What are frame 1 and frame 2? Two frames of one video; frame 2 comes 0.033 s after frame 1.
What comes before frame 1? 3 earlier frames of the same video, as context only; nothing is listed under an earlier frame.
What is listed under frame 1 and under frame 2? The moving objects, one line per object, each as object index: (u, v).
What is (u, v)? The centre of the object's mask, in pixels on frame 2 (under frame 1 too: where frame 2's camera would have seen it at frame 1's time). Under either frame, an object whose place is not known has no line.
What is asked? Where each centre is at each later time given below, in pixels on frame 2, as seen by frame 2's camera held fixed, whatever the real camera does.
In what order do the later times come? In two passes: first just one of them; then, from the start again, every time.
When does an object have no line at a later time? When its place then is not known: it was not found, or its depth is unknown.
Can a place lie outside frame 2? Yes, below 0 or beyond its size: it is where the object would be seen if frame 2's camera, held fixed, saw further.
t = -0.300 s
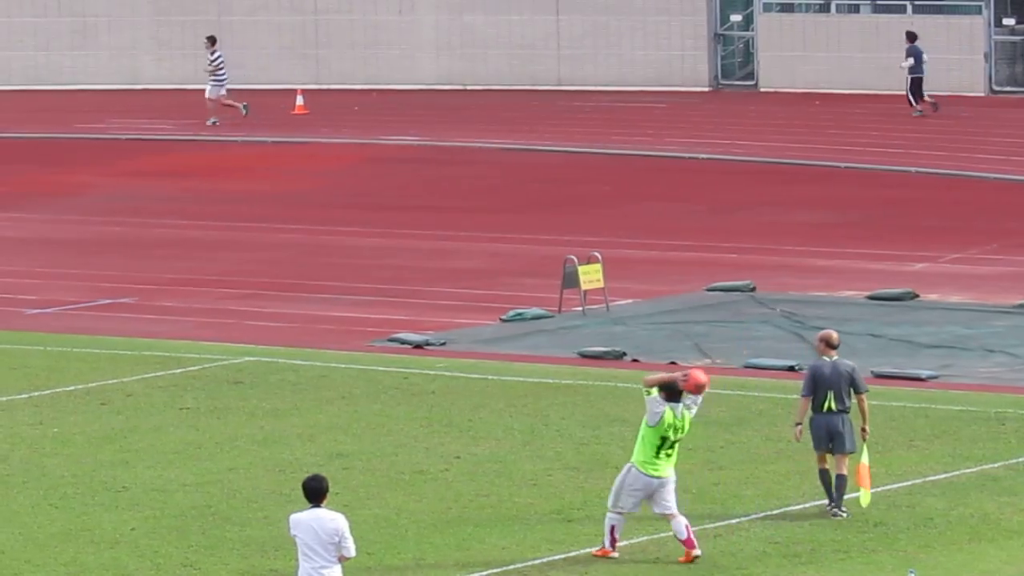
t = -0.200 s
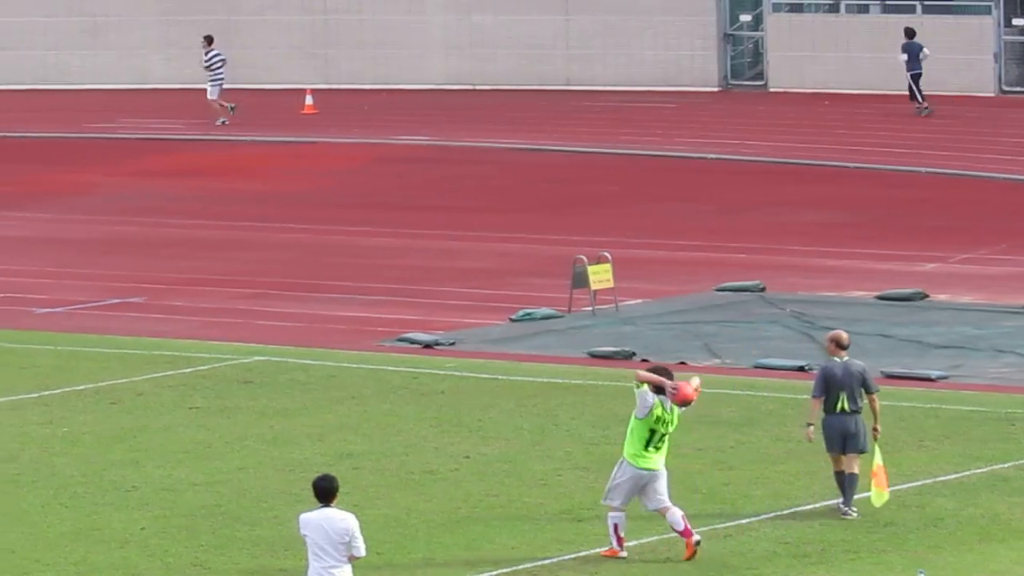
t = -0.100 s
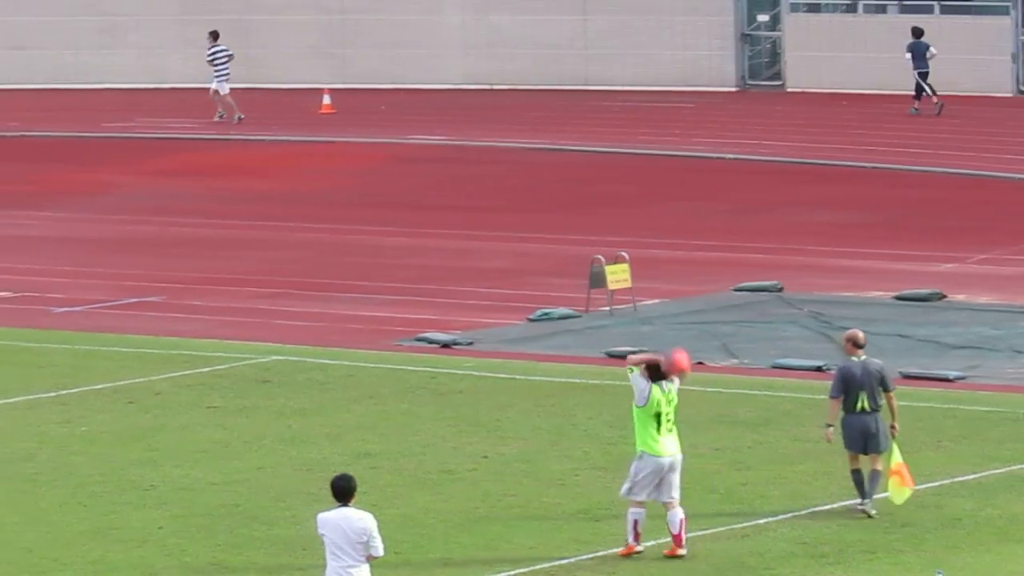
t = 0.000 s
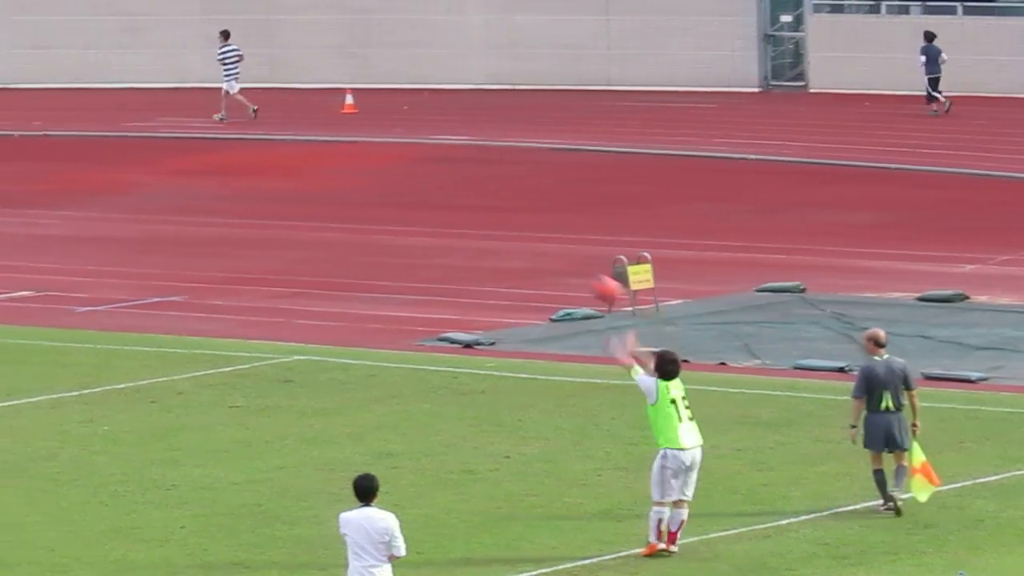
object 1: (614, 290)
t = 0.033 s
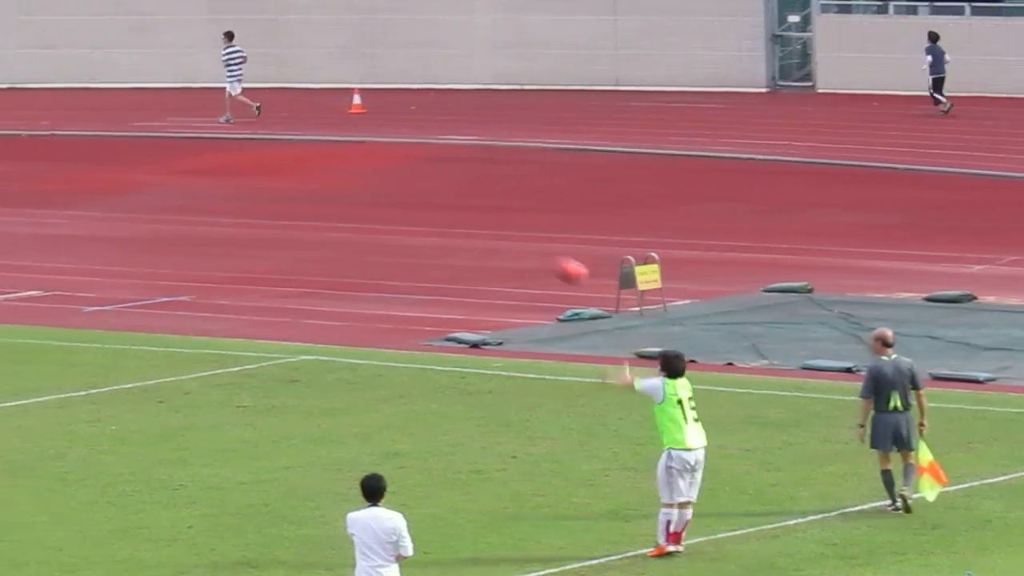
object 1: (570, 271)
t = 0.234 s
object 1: (320, 188)
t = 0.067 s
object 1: (528, 254)
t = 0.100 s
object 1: (484, 238)
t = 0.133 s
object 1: (441, 224)
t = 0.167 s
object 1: (399, 210)
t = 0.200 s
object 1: (358, 198)
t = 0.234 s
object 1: (320, 188)
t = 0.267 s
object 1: (280, 179)
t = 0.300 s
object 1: (241, 171)
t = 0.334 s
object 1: (203, 165)
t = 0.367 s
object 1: (165, 160)
